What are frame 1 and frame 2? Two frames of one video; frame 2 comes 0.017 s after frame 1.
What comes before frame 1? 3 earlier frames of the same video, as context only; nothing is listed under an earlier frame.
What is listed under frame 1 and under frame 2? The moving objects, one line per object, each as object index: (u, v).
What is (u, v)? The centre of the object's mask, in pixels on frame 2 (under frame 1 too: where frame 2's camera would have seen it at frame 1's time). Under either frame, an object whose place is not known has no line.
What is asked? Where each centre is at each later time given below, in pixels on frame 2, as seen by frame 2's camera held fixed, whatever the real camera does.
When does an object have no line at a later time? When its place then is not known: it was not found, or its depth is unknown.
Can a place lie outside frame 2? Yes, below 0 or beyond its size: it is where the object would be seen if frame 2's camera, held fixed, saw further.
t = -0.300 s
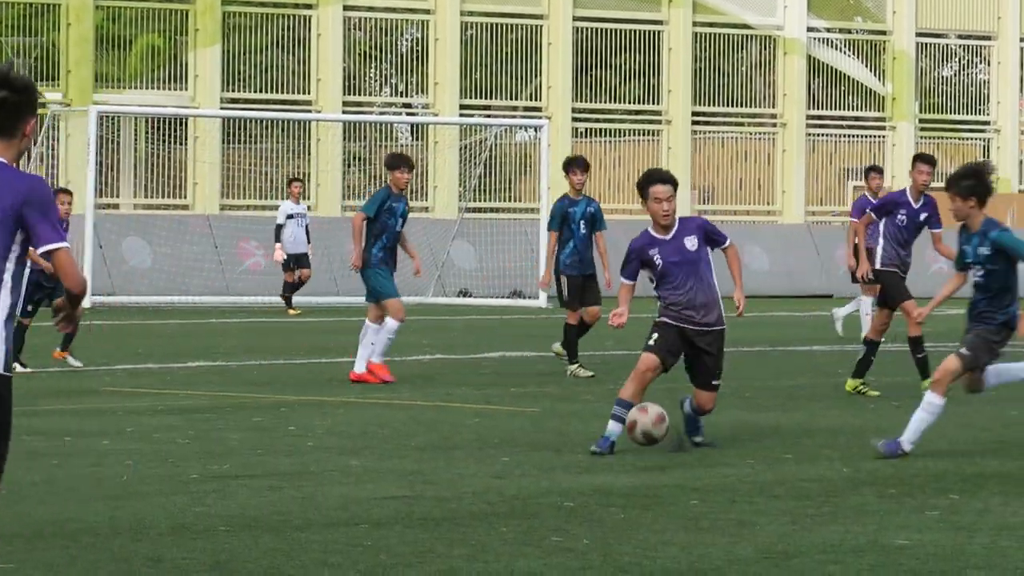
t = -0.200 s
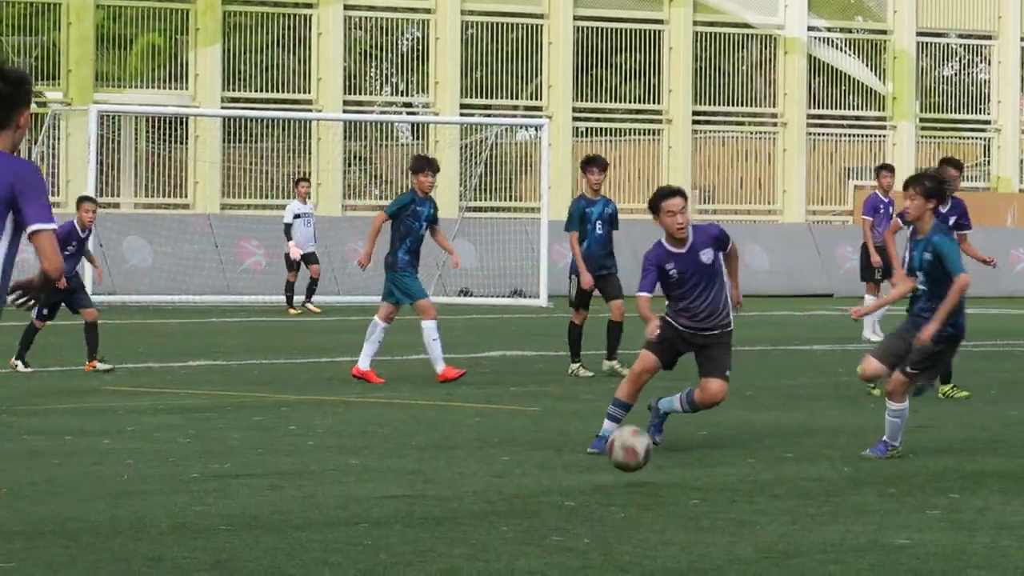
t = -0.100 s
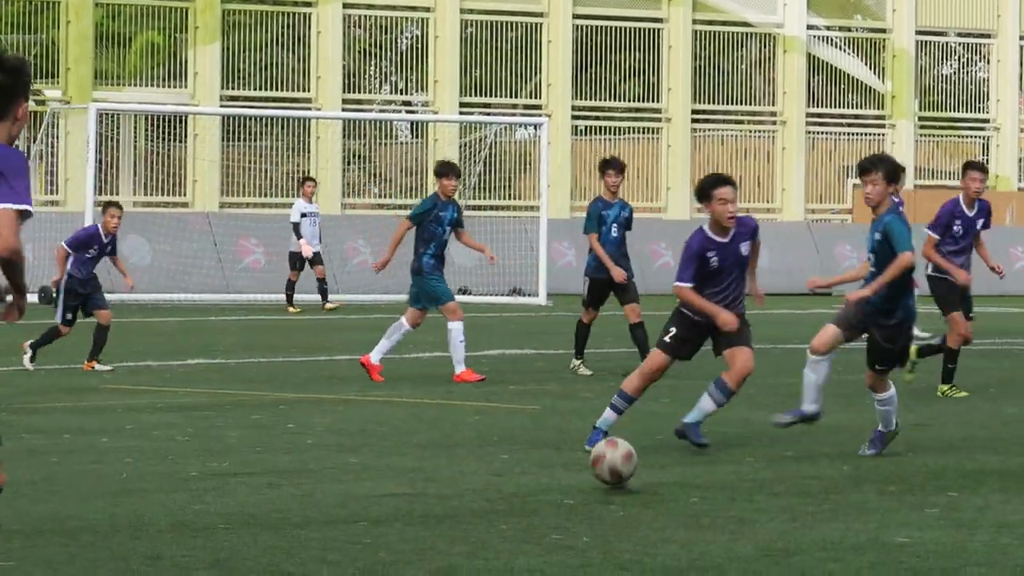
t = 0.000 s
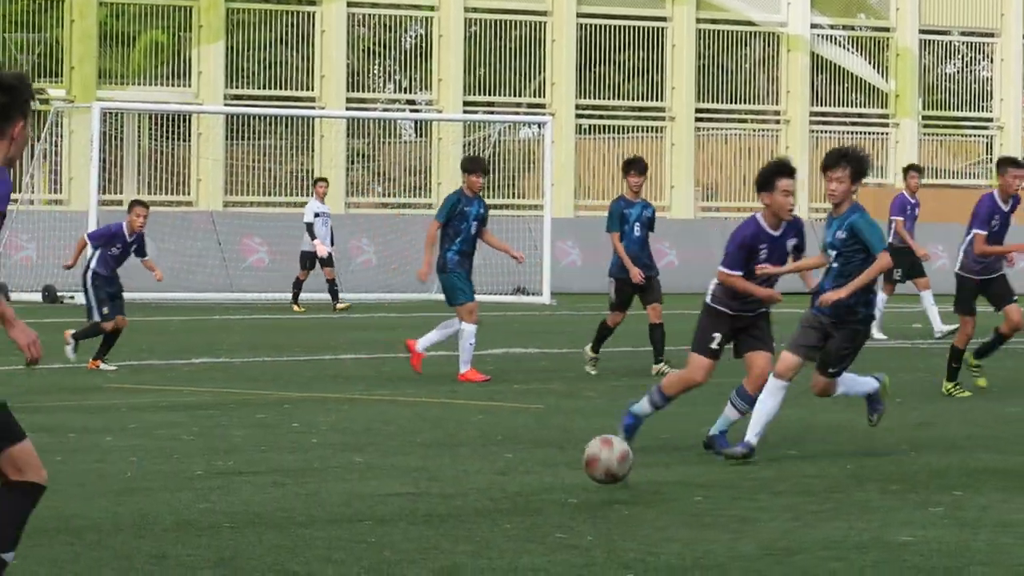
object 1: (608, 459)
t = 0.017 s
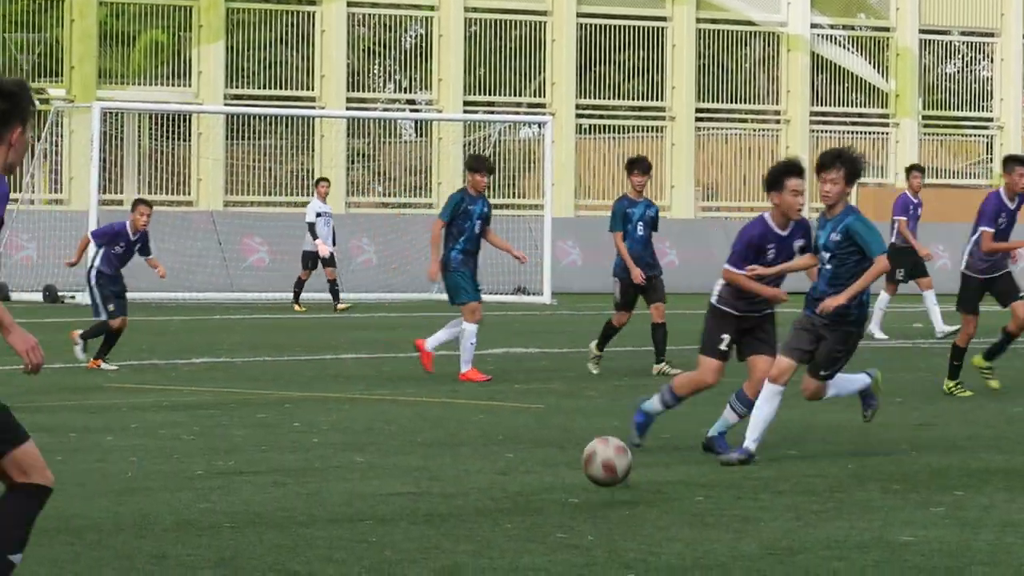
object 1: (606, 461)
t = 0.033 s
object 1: (604, 465)
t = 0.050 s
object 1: (603, 469)
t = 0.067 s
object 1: (601, 473)
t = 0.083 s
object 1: (598, 475)
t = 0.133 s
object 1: (594, 497)
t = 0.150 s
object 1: (595, 502)
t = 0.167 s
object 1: (592, 500)
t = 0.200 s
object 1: (589, 498)
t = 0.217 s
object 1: (588, 498)
